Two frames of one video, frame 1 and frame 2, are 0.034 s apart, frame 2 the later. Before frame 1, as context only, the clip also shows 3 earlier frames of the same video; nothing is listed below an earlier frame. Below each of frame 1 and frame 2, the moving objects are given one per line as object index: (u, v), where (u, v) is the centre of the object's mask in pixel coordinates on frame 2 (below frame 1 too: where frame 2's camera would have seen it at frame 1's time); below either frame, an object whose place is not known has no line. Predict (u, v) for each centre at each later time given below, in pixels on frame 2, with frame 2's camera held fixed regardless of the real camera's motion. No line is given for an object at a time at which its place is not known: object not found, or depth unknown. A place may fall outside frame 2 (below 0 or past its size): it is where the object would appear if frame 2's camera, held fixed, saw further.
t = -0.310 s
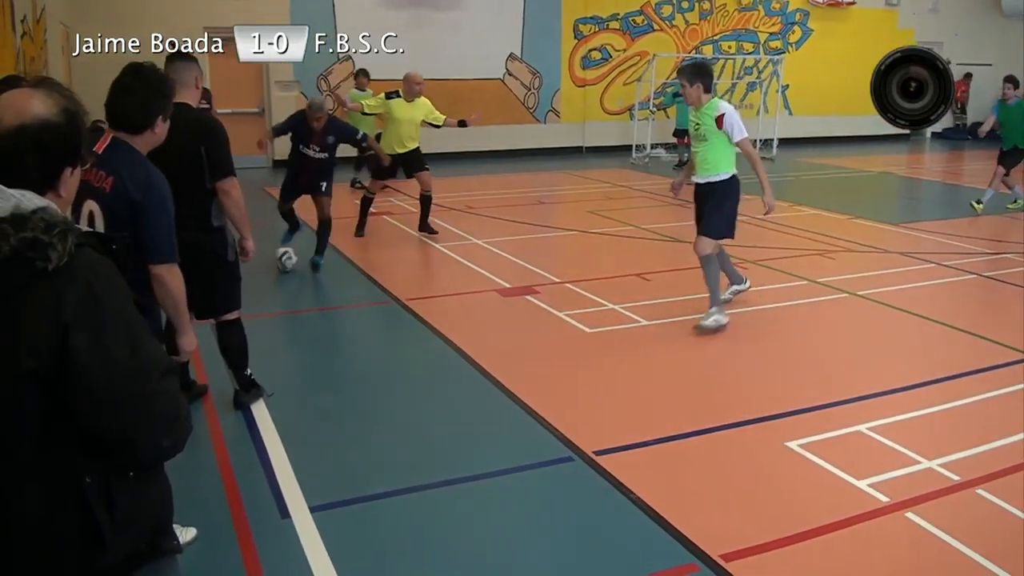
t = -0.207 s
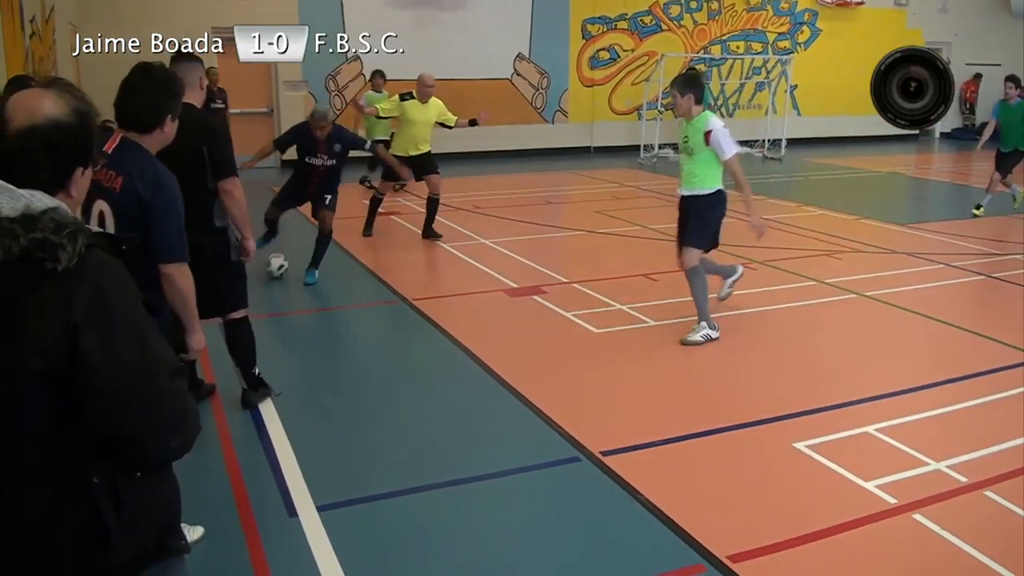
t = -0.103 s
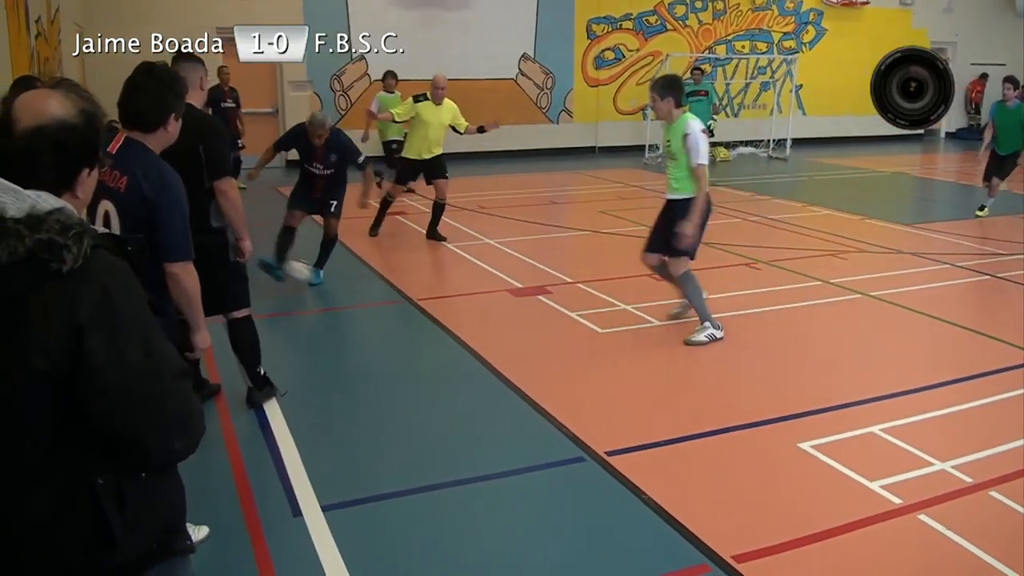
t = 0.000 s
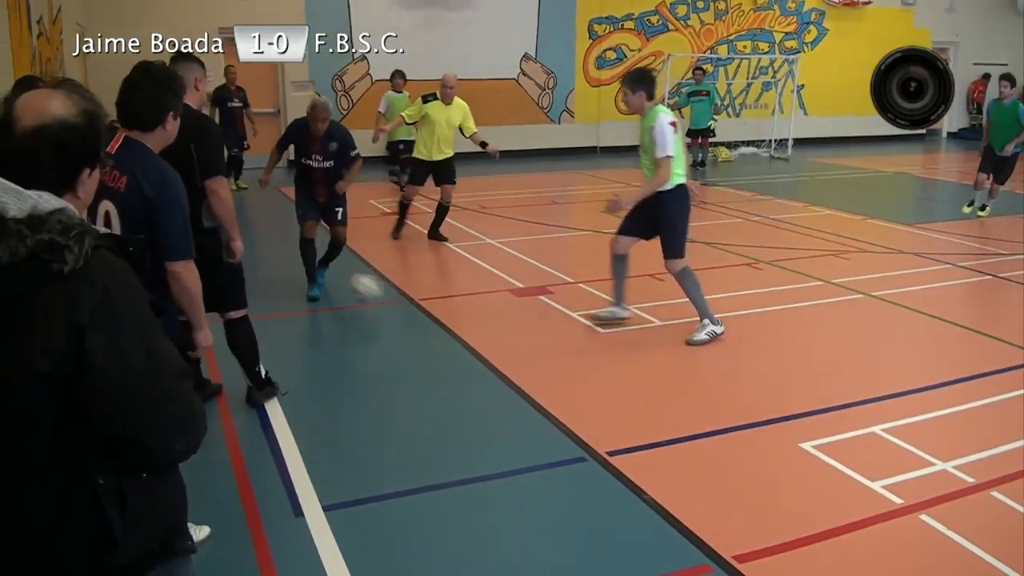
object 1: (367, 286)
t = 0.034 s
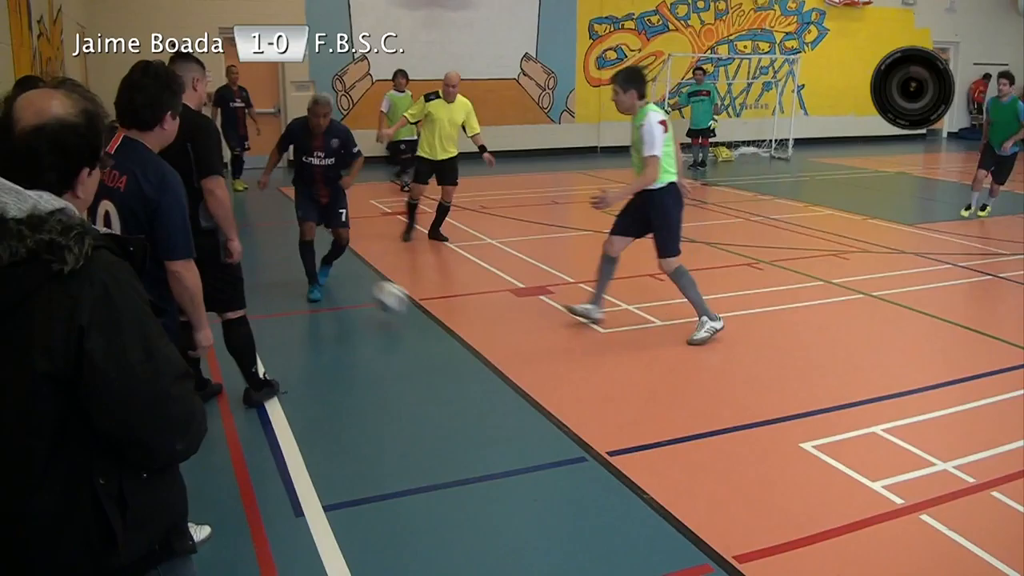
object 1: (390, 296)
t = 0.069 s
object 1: (417, 310)
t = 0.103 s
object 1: (449, 326)
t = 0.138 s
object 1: (477, 339)
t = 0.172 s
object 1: (504, 346)
